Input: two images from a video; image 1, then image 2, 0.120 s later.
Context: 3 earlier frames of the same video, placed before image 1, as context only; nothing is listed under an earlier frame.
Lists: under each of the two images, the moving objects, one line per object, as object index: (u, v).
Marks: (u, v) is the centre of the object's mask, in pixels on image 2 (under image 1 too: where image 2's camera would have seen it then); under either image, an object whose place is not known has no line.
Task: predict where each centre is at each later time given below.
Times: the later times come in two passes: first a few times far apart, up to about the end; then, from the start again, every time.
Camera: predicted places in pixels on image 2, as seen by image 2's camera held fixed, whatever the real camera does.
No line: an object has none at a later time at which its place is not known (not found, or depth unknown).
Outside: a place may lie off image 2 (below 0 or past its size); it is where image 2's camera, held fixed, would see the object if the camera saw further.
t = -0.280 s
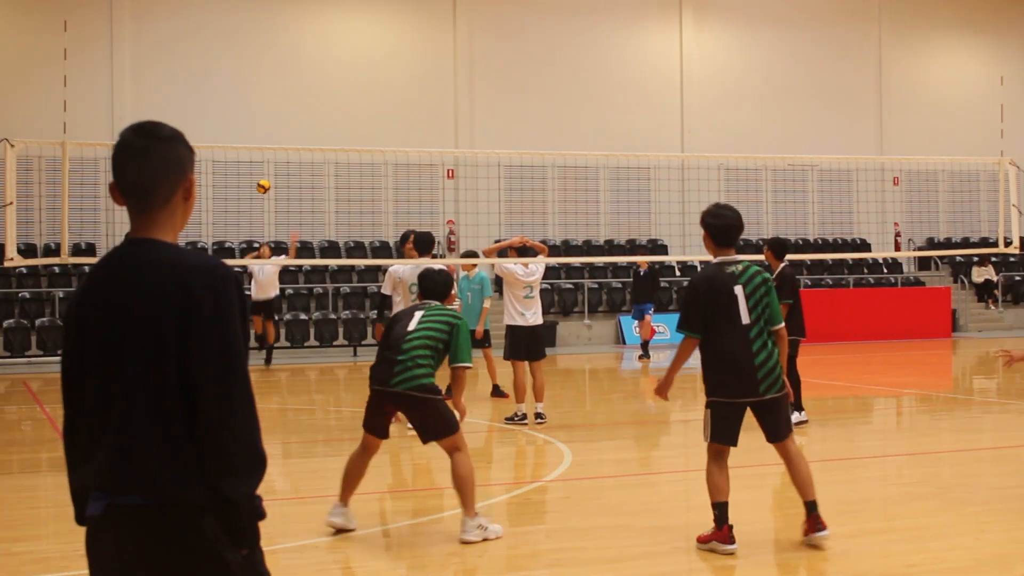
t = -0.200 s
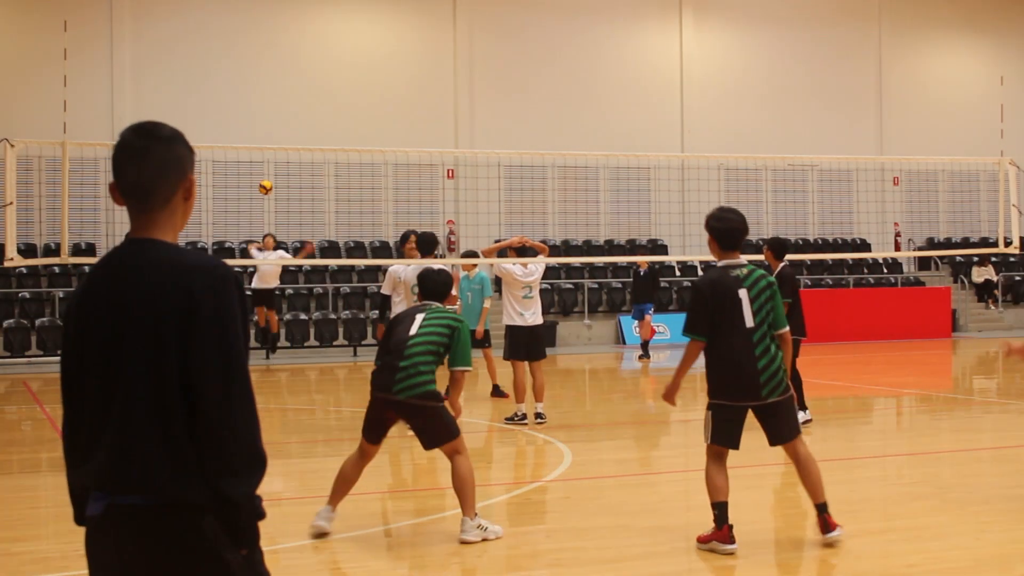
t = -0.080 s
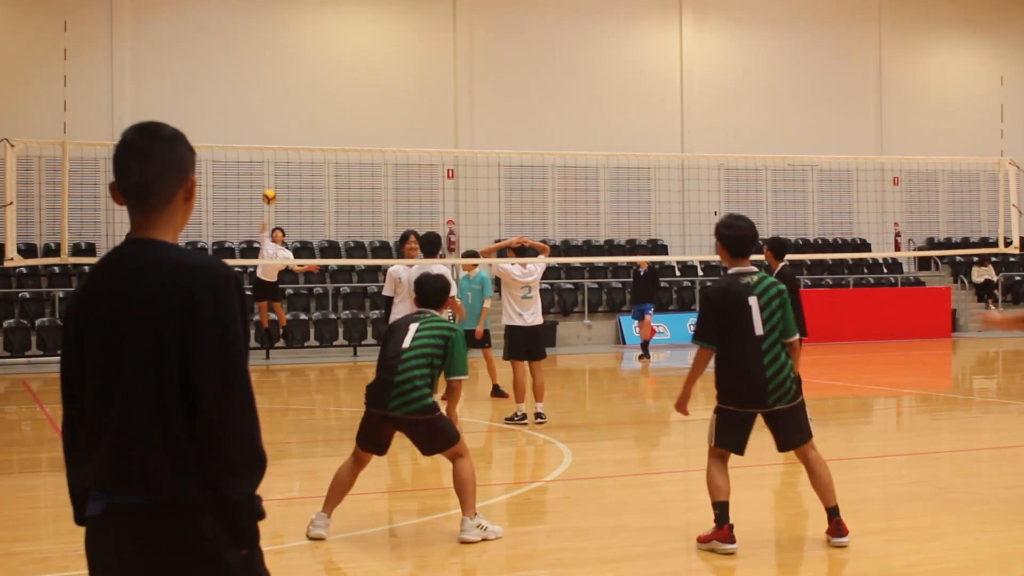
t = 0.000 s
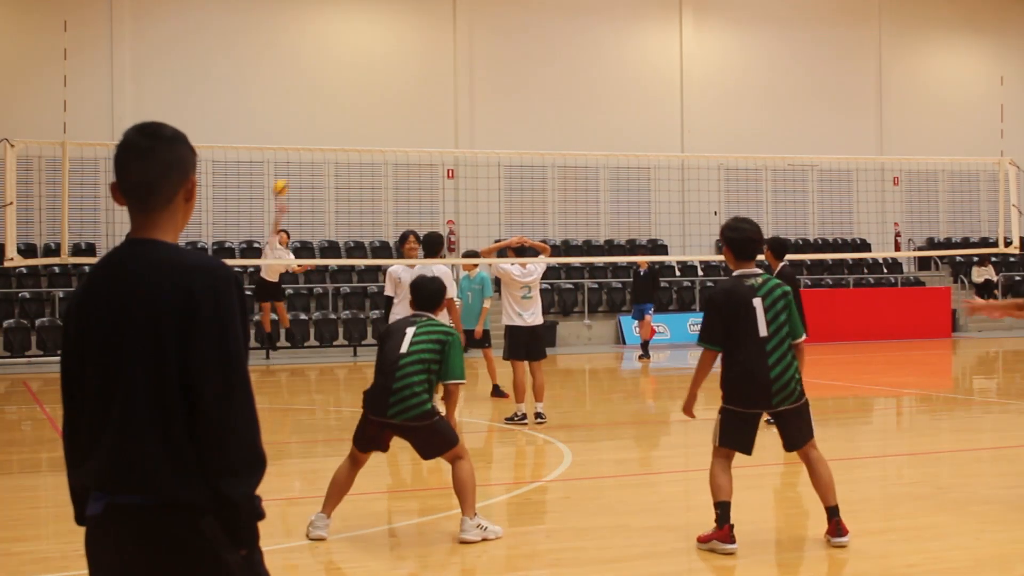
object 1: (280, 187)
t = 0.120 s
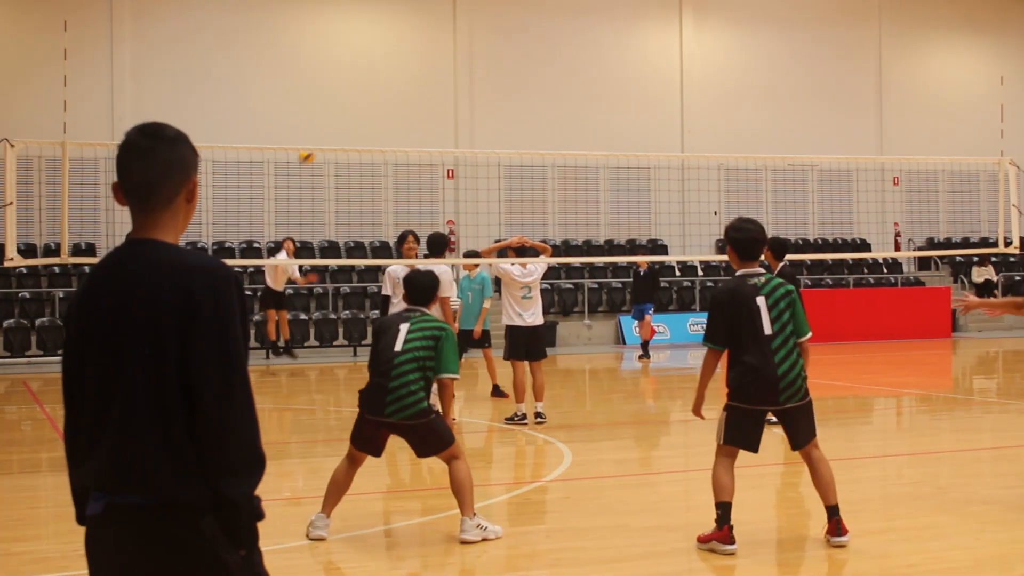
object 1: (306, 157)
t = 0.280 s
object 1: (349, 121)
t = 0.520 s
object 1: (432, 97)
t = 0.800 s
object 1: (574, 125)
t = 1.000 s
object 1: (729, 217)
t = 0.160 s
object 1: (316, 142)
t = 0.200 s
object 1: (327, 135)
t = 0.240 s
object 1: (338, 127)
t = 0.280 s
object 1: (349, 121)
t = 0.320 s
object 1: (360, 115)
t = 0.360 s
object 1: (374, 110)
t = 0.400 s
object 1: (387, 104)
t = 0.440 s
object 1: (401, 100)
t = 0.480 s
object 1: (416, 98)
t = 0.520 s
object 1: (432, 97)
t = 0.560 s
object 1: (448, 97)
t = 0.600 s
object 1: (466, 98)
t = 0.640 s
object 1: (484, 99)
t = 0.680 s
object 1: (505, 103)
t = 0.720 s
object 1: (526, 108)
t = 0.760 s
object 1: (550, 116)
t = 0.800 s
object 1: (574, 125)
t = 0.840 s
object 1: (601, 137)
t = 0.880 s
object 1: (629, 151)
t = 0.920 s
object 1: (662, 170)
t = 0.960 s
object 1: (696, 193)
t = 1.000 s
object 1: (729, 217)
